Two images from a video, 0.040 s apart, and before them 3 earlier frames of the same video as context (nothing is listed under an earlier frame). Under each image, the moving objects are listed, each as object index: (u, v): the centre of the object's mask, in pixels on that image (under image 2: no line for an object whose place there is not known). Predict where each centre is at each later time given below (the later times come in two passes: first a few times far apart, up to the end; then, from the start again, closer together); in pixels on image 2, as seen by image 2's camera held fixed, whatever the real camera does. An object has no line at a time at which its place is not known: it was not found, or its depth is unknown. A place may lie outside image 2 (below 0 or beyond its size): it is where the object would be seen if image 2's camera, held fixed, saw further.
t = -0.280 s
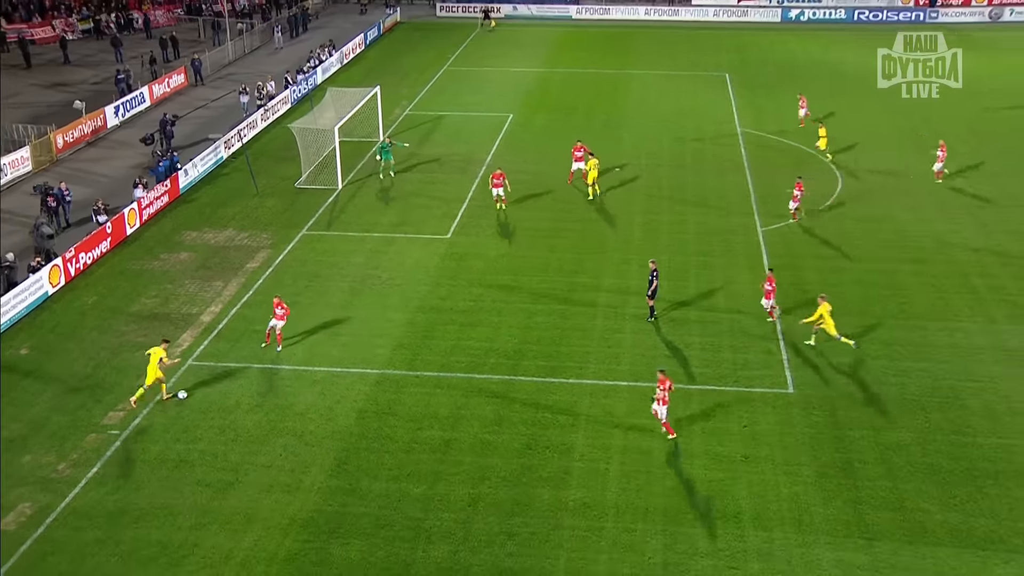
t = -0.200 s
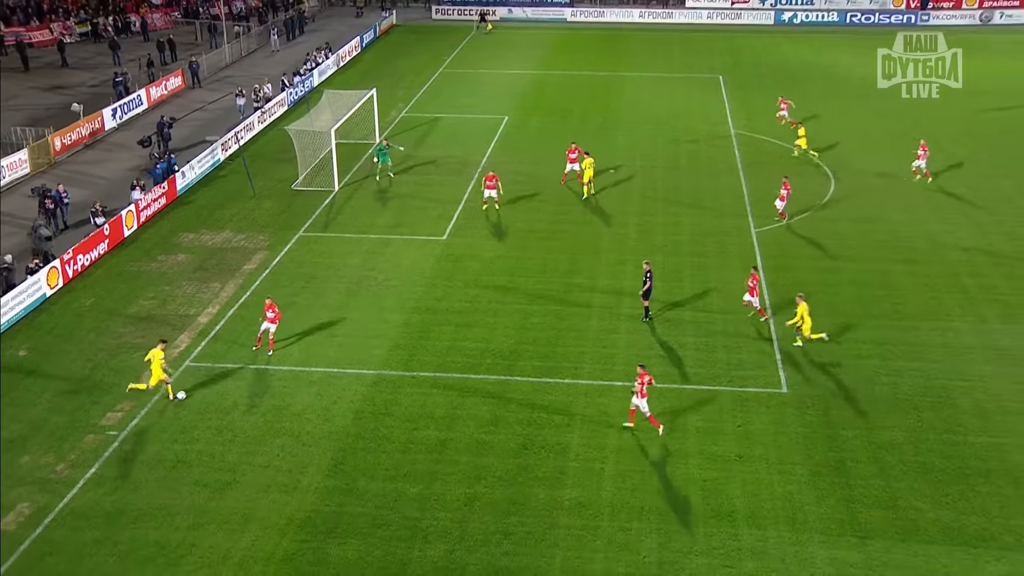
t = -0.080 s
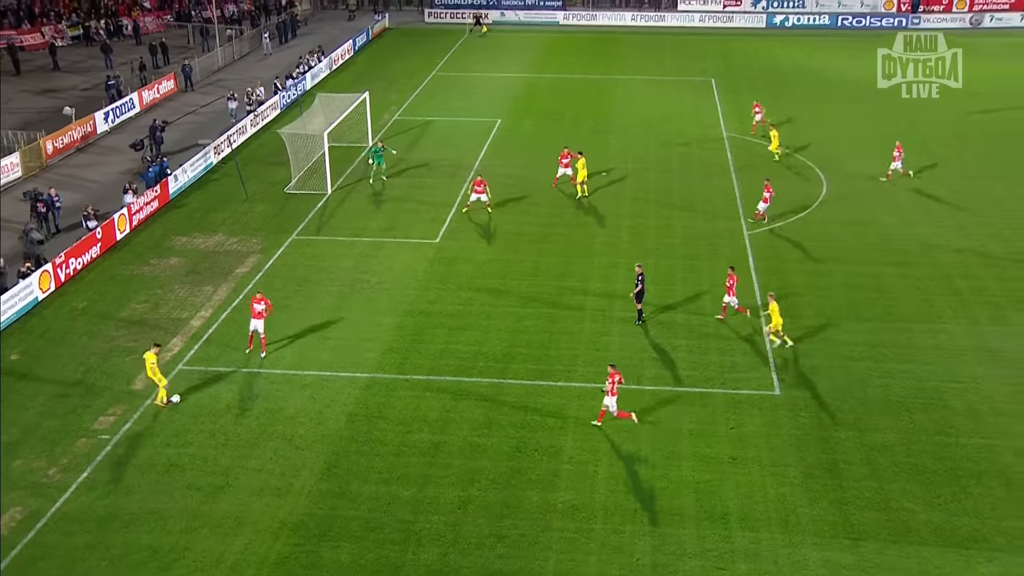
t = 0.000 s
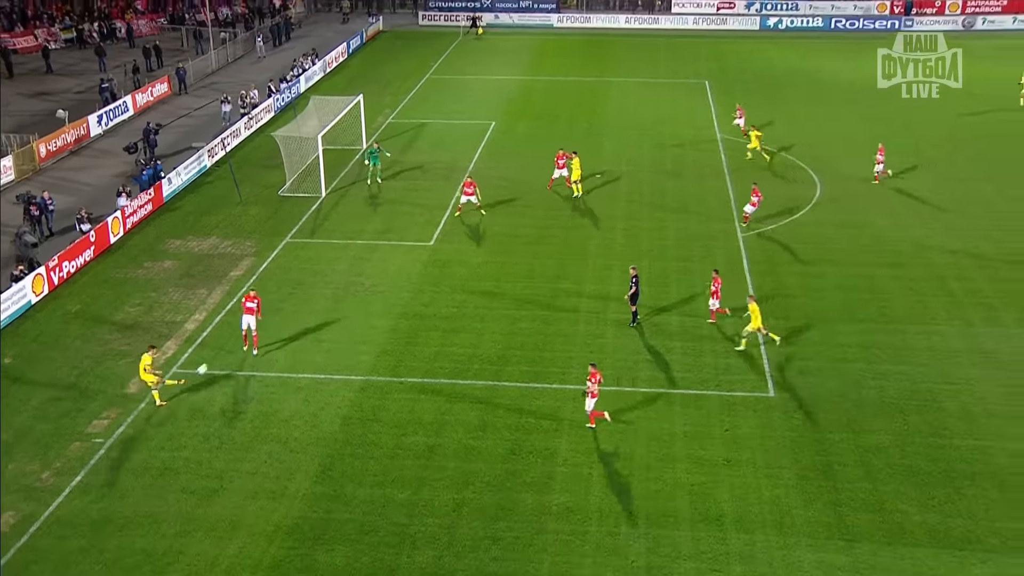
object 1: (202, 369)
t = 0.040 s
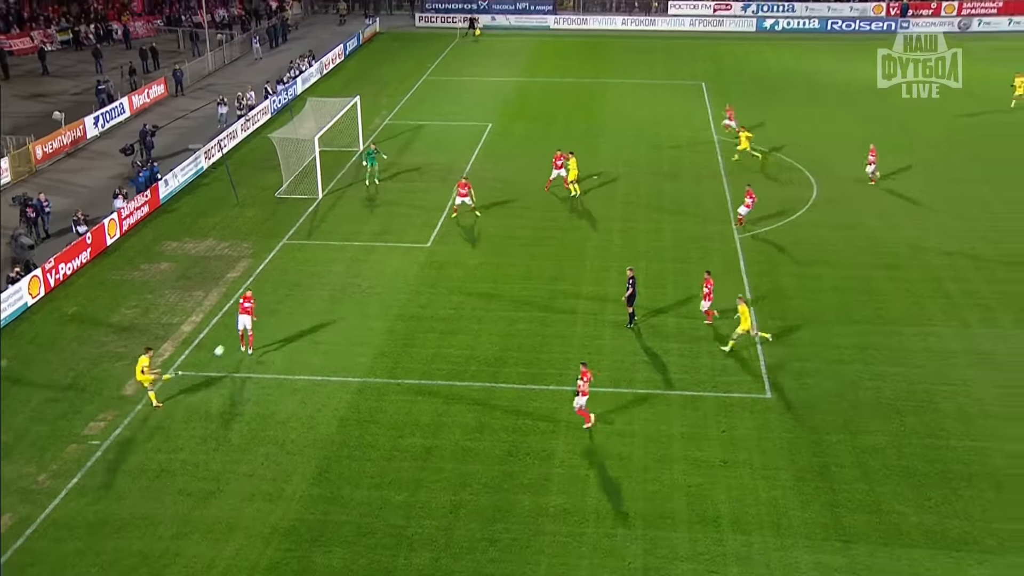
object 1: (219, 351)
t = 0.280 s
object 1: (316, 252)
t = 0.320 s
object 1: (329, 239)
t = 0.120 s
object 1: (256, 313)
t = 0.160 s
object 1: (272, 296)
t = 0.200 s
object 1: (287, 280)
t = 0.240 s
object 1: (302, 265)
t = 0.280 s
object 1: (316, 252)
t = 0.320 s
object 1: (329, 239)
